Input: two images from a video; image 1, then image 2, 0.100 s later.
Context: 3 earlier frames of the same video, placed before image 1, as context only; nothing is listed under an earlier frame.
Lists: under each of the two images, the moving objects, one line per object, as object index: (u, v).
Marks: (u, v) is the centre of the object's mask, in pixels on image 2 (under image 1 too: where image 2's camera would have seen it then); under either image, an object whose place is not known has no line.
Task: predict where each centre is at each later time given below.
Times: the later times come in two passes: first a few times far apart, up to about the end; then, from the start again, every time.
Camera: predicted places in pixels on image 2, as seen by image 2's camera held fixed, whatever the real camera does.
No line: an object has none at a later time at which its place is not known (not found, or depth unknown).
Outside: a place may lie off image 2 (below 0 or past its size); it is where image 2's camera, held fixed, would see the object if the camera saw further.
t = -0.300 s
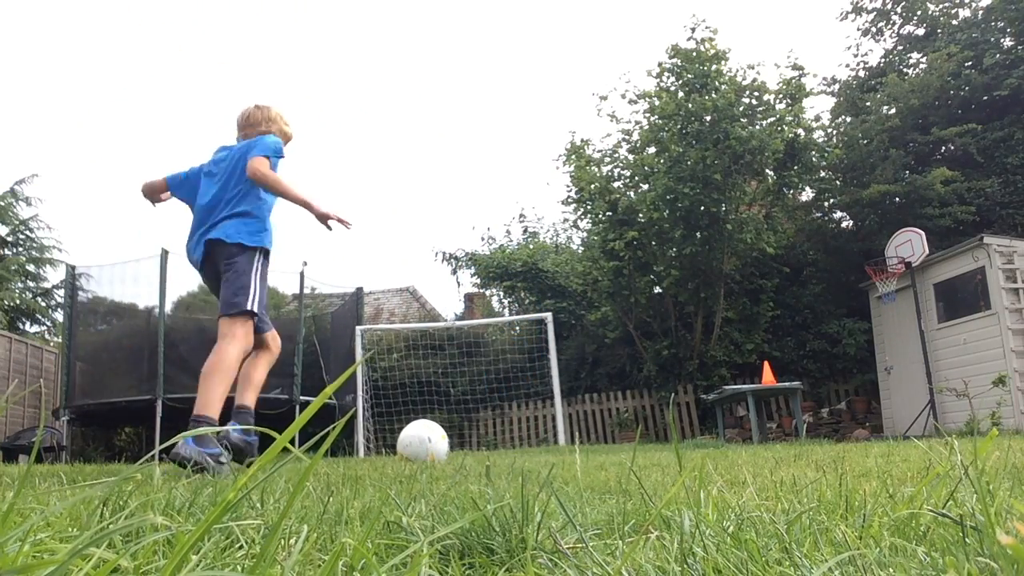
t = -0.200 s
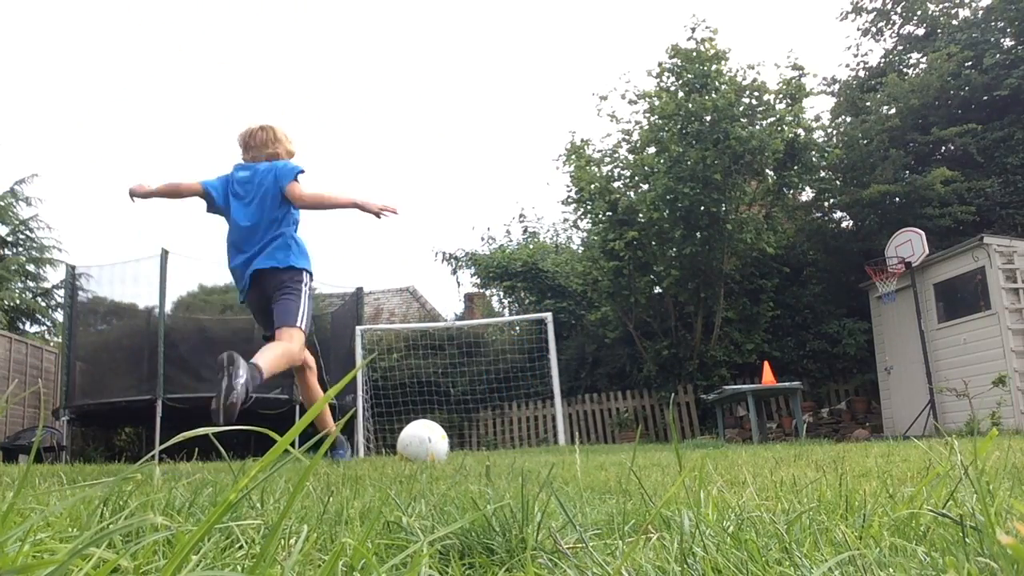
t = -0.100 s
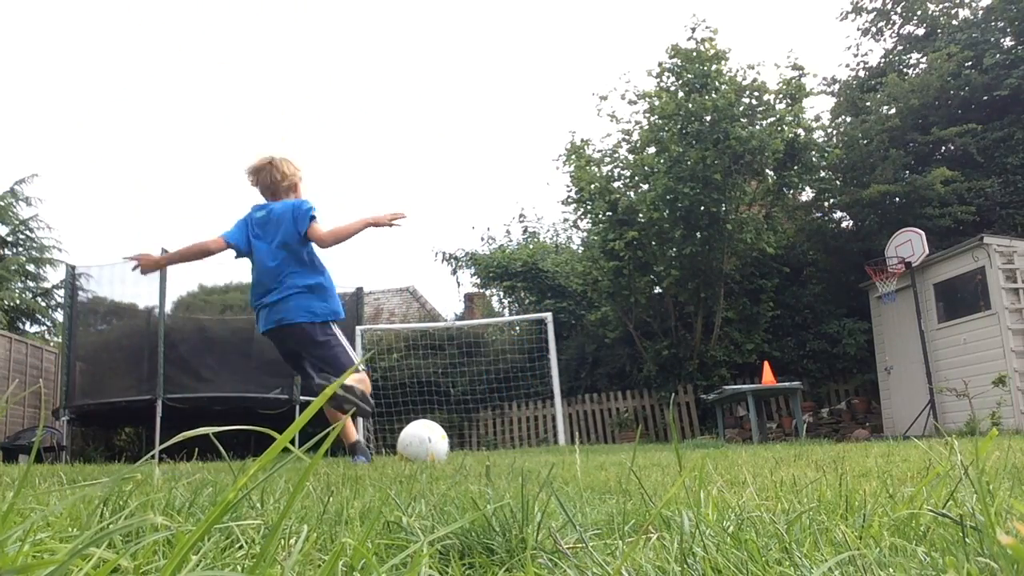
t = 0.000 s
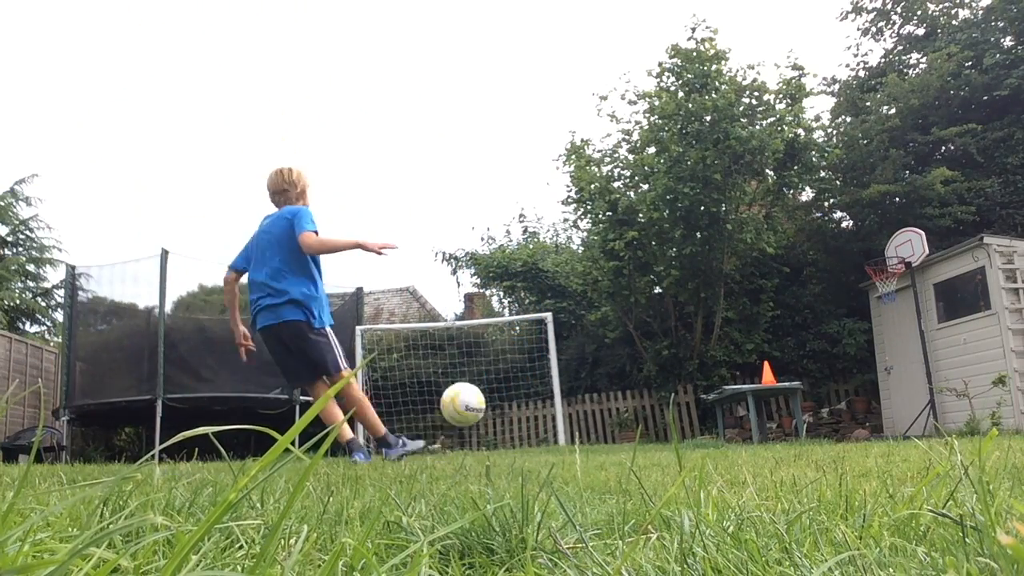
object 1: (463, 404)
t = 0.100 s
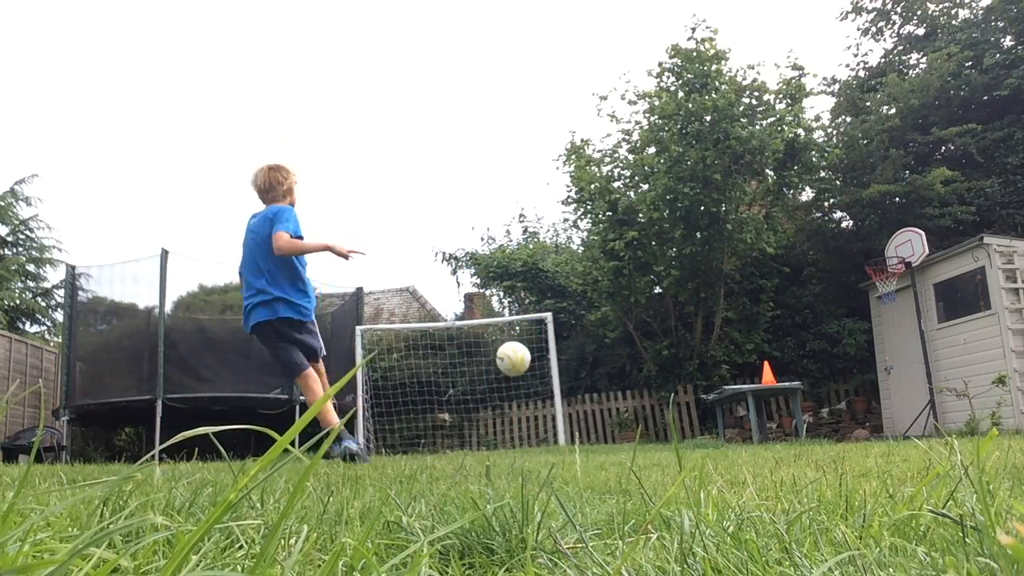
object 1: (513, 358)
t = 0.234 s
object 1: (554, 335)
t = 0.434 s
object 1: (593, 338)
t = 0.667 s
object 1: (623, 370)
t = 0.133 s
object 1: (525, 349)
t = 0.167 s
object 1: (536, 343)
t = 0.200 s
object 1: (546, 338)
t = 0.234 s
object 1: (554, 335)
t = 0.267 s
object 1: (563, 333)
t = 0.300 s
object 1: (569, 333)
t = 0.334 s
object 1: (576, 333)
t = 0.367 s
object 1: (582, 334)
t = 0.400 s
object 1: (588, 336)
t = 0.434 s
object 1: (593, 338)
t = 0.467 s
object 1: (598, 342)
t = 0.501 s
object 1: (602, 345)
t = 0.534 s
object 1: (607, 349)
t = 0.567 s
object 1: (611, 353)
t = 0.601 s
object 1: (615, 359)
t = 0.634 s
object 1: (619, 364)
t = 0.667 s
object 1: (623, 370)
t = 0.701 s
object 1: (626, 376)
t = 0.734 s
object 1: (629, 382)
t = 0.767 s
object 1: (631, 387)
